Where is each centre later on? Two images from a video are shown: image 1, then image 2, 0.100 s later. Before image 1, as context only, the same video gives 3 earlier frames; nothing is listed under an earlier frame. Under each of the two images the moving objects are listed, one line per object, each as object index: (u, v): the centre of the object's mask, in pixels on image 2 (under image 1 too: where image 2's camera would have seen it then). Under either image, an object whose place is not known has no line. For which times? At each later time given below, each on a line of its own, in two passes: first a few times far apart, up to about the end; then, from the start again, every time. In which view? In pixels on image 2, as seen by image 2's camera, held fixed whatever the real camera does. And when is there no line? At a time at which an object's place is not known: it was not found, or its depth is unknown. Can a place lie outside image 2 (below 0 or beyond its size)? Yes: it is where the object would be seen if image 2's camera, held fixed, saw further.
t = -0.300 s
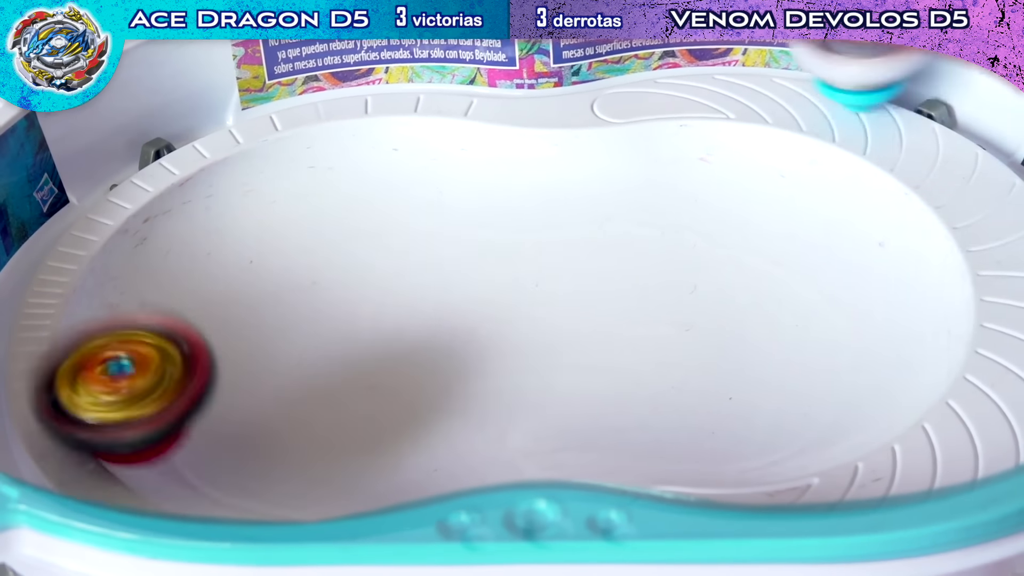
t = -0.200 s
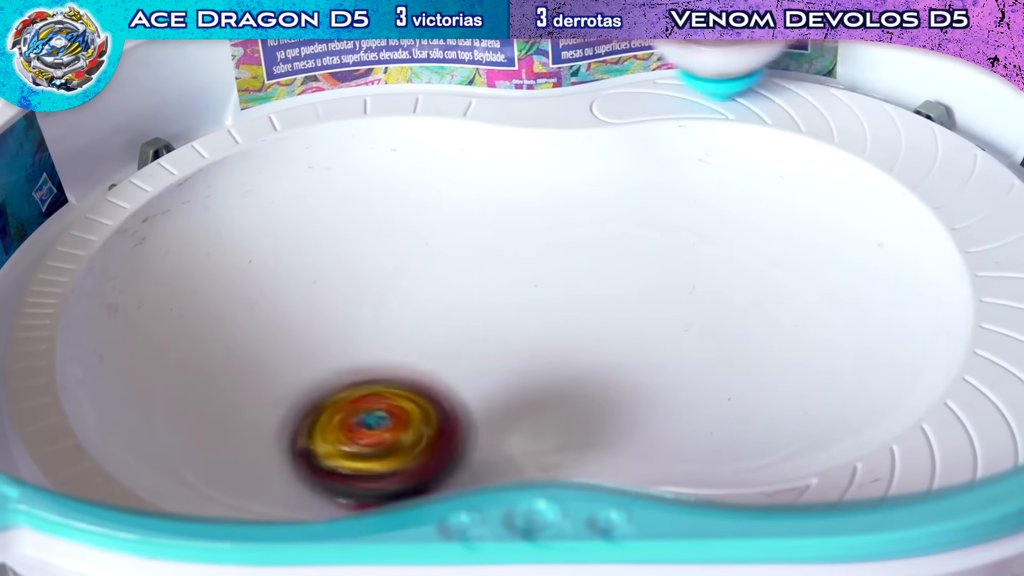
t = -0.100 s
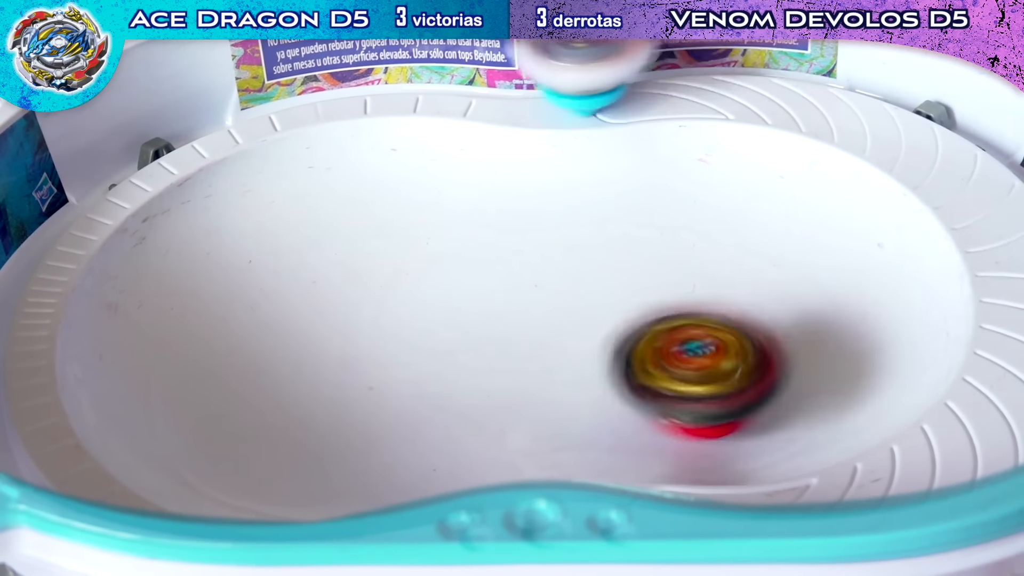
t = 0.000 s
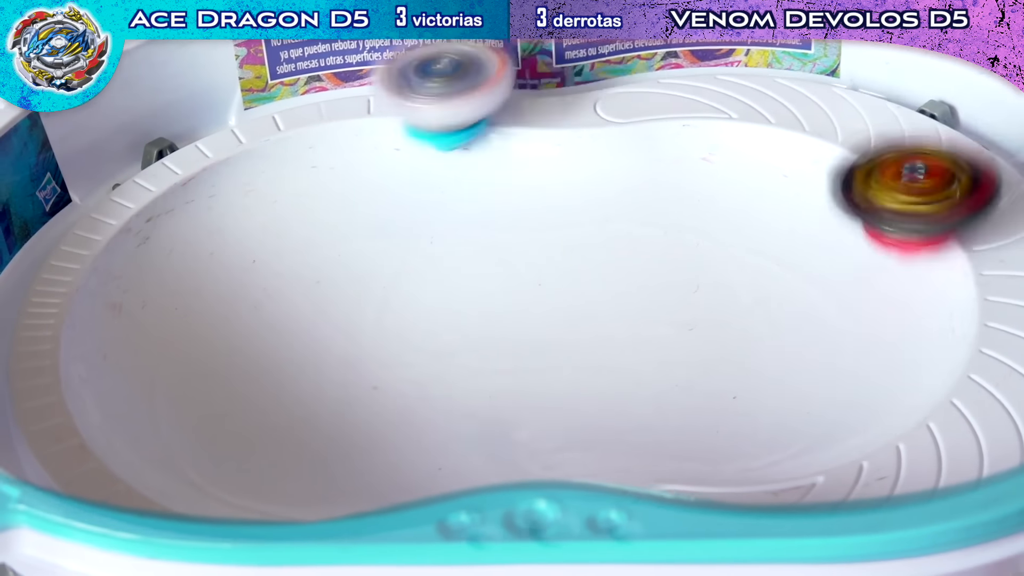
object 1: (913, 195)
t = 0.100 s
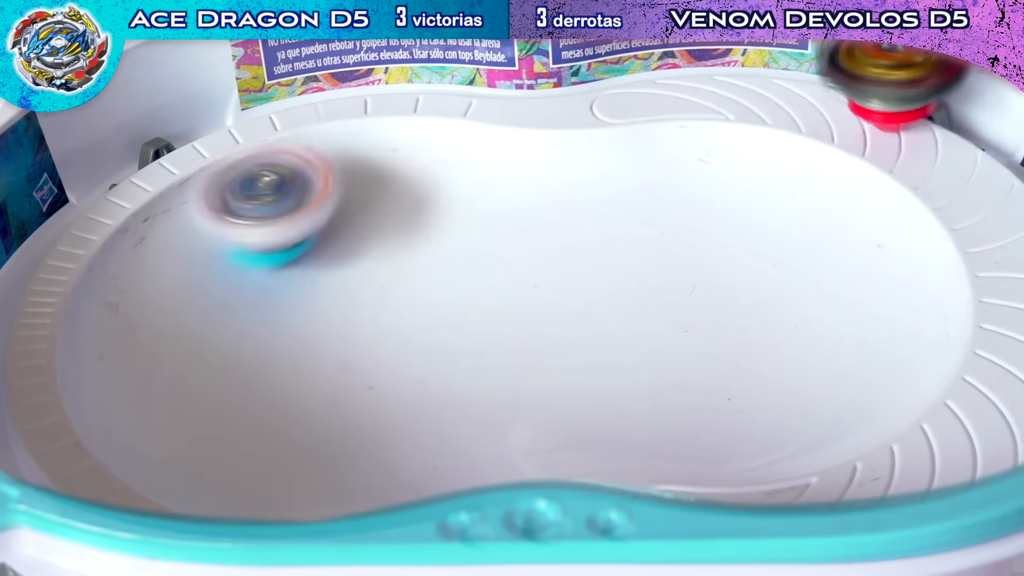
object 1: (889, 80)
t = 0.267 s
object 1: (660, 112)
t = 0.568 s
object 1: (145, 385)
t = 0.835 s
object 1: (612, 328)
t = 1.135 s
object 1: (717, 149)
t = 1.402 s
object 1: (353, 324)
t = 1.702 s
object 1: (392, 436)
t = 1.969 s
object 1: (800, 264)
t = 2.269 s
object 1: (541, 185)
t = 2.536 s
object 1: (145, 378)
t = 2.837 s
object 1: (741, 354)
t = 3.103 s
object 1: (679, 96)
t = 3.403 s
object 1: (101, 336)
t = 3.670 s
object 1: (768, 358)
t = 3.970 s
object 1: (753, 64)
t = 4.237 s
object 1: (540, 183)
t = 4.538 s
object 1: (277, 441)
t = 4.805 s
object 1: (644, 370)
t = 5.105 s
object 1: (709, 214)
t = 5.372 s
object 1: (444, 150)
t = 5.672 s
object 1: (264, 398)
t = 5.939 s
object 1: (576, 379)
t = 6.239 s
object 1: (797, 231)
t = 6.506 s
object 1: (637, 234)
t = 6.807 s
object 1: (642, 356)
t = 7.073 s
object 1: (881, 275)
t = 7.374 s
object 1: (452, 251)
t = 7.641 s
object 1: (430, 433)
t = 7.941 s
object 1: (868, 260)
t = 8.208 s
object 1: (662, 295)
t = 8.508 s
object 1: (808, 394)
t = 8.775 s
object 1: (759, 352)
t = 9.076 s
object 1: (477, 275)
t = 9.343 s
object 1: (180, 223)
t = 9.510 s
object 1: (202, 333)
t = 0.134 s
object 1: (861, 72)
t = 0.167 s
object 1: (815, 72)
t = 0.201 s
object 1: (765, 75)
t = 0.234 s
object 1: (714, 83)
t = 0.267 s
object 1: (660, 112)
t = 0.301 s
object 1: (606, 154)
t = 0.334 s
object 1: (543, 197)
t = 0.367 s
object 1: (471, 248)
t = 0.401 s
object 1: (388, 297)
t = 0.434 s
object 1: (308, 333)
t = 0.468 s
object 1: (237, 364)
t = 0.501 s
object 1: (176, 389)
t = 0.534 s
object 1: (135, 397)
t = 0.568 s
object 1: (145, 385)
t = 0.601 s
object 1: (164, 399)
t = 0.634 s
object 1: (195, 436)
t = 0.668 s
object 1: (252, 447)
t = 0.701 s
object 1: (321, 444)
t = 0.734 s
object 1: (396, 424)
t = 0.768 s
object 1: (472, 389)
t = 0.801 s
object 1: (547, 360)
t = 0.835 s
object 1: (612, 328)
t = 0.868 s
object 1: (663, 297)
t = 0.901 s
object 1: (705, 267)
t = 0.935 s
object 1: (738, 239)
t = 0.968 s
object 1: (758, 211)
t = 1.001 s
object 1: (769, 187)
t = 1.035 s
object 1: (768, 164)
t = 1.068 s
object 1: (759, 150)
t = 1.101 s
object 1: (741, 145)
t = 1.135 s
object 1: (717, 149)
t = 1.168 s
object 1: (688, 160)
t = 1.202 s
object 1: (653, 177)
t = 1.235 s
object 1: (613, 201)
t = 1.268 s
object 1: (566, 230)
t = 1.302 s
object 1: (511, 260)
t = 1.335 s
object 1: (454, 286)
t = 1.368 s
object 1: (401, 307)
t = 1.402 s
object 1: (353, 324)
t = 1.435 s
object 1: (314, 336)
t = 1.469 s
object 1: (284, 351)
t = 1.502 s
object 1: (264, 366)
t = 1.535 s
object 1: (254, 382)
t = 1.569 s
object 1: (256, 398)
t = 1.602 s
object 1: (272, 414)
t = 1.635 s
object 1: (299, 431)
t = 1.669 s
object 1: (340, 437)
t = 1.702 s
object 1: (392, 436)
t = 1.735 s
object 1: (446, 422)
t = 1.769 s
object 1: (503, 403)
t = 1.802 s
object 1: (564, 383)
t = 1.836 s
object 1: (627, 365)
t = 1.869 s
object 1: (688, 342)
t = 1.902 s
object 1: (736, 320)
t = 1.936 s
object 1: (774, 294)
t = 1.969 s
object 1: (800, 264)
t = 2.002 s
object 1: (812, 231)
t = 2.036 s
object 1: (810, 200)
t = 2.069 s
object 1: (794, 171)
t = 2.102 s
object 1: (771, 149)
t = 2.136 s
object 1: (737, 134)
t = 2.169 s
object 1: (695, 131)
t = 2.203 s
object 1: (648, 139)
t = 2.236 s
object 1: (599, 158)
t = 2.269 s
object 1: (541, 185)
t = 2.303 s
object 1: (478, 216)
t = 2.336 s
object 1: (407, 248)
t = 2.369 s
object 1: (338, 271)
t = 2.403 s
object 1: (276, 292)
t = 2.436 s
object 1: (226, 311)
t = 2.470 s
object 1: (183, 332)
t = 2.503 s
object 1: (157, 353)
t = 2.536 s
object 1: (145, 378)
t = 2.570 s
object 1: (153, 403)
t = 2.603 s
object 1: (186, 428)
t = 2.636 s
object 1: (238, 448)
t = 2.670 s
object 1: (311, 456)
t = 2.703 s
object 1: (393, 447)
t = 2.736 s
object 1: (480, 425)
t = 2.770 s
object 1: (569, 403)
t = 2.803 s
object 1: (659, 382)
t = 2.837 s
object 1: (741, 354)
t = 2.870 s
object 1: (807, 317)
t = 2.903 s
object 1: (854, 271)
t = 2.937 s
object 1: (878, 219)
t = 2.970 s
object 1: (869, 162)
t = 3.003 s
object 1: (839, 129)
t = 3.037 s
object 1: (796, 109)
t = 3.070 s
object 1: (741, 99)
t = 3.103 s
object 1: (679, 96)
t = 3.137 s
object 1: (613, 106)
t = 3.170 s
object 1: (546, 132)
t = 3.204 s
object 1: (476, 175)
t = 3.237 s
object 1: (394, 211)
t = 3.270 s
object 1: (314, 238)
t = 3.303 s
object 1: (240, 261)
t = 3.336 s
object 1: (172, 287)
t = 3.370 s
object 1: (118, 313)
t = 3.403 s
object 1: (101, 336)
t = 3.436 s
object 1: (110, 373)
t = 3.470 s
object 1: (153, 411)
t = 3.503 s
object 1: (225, 446)
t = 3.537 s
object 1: (328, 457)
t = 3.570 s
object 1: (441, 435)
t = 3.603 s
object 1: (553, 412)
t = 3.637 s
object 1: (663, 388)
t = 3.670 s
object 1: (768, 358)
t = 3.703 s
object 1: (851, 311)
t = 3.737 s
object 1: (903, 247)
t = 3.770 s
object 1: (908, 173)
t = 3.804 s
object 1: (889, 123)
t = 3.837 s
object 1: (857, 90)
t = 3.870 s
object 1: (832, 74)
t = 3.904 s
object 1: (813, 63)
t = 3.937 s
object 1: (783, 62)
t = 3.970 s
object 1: (753, 64)
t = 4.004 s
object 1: (727, 66)
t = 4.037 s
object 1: (703, 69)
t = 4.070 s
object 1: (680, 72)
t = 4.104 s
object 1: (657, 75)
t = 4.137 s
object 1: (632, 81)
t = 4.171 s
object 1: (603, 100)
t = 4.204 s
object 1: (575, 139)
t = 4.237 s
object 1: (540, 183)
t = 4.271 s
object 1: (496, 227)
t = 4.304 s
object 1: (443, 269)
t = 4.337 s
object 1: (389, 305)
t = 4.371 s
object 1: (343, 334)
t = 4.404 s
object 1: (308, 359)
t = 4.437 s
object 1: (281, 384)
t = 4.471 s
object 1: (268, 405)
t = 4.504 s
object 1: (266, 426)
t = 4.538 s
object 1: (277, 441)
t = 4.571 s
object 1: (301, 451)
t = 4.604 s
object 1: (340, 453)
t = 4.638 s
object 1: (383, 448)
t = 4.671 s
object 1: (433, 435)
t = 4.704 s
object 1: (490, 418)
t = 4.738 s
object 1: (541, 399)
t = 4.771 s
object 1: (588, 378)
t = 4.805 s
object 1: (644, 370)
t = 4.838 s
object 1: (696, 359)
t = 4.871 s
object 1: (737, 347)
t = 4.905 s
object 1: (768, 333)
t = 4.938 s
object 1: (785, 316)
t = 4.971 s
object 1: (792, 295)
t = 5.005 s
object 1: (787, 271)
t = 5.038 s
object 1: (768, 249)
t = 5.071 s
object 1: (740, 230)
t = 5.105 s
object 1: (709, 214)
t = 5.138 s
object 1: (666, 206)
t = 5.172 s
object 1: (619, 204)
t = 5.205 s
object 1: (572, 209)
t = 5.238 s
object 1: (518, 214)
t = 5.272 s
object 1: (510, 191)
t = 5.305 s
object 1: (494, 174)
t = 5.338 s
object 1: (475, 159)
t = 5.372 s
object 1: (444, 150)
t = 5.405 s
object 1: (407, 147)
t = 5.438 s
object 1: (364, 151)
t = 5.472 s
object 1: (315, 162)
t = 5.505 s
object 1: (271, 188)
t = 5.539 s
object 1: (237, 222)
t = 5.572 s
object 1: (218, 267)
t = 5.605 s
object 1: (218, 314)
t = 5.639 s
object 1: (237, 360)
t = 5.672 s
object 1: (264, 398)
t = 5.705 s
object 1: (270, 419)
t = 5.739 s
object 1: (286, 432)
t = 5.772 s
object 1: (320, 444)
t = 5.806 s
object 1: (361, 444)
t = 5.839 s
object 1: (415, 433)
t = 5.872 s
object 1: (468, 417)
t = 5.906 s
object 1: (521, 396)
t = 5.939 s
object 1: (576, 379)
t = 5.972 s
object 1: (627, 360)
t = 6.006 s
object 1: (672, 339)
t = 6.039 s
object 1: (705, 319)
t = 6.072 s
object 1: (725, 299)
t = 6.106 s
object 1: (740, 277)
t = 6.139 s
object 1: (756, 265)
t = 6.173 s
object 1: (781, 257)
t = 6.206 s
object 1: (795, 244)
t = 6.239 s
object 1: (797, 231)
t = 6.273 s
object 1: (795, 215)
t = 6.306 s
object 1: (785, 201)
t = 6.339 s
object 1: (766, 190)
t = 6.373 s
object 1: (737, 186)
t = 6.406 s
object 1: (711, 188)
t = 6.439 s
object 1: (684, 199)
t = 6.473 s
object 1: (661, 214)
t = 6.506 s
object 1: (637, 234)
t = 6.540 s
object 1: (622, 250)
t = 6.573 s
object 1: (611, 268)
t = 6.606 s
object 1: (603, 286)
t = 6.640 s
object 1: (600, 300)
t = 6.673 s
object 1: (602, 315)
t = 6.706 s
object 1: (607, 328)
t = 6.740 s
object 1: (614, 341)
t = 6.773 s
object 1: (628, 350)
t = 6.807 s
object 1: (642, 356)
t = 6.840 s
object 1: (665, 365)
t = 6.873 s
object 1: (686, 369)
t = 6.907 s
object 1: (723, 376)
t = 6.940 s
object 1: (776, 373)
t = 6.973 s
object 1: (821, 361)
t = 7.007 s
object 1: (858, 339)
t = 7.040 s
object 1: (881, 308)
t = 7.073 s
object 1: (881, 275)
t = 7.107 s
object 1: (863, 244)
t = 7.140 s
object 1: (831, 217)
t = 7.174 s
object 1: (788, 203)
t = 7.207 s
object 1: (734, 196)
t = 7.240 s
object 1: (684, 194)
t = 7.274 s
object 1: (629, 200)
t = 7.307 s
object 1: (569, 217)
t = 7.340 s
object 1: (511, 233)
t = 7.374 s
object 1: (452, 251)
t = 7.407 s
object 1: (395, 269)
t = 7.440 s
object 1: (348, 284)
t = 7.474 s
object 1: (322, 305)
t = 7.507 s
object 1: (312, 332)
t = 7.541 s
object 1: (303, 363)
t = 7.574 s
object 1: (296, 388)
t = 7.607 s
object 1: (350, 423)
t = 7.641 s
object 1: (430, 433)
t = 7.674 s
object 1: (508, 415)
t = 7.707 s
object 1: (581, 389)
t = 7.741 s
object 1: (651, 386)
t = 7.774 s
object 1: (719, 398)
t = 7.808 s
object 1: (778, 372)
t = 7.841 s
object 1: (829, 341)
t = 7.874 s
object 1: (860, 311)
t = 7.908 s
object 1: (871, 285)
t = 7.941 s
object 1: (868, 260)
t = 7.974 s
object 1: (855, 238)
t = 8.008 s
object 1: (829, 221)
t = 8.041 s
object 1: (793, 213)
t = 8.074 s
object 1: (756, 210)
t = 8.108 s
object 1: (716, 211)
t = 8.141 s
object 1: (688, 225)
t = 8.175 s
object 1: (673, 264)
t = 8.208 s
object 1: (662, 295)
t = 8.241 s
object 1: (660, 321)
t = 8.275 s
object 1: (657, 344)
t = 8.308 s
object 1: (663, 365)
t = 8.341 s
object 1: (676, 381)
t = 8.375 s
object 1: (691, 396)
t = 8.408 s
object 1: (721, 404)
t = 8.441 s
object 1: (745, 409)
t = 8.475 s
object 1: (779, 405)
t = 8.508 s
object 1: (808, 394)
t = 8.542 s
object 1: (828, 381)
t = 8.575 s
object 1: (832, 364)
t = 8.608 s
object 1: (830, 361)
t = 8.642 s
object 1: (824, 360)
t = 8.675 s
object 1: (818, 359)
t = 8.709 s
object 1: (799, 359)
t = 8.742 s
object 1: (781, 357)
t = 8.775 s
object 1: (759, 352)
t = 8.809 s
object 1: (731, 347)
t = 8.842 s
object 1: (706, 343)
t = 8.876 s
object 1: (674, 339)
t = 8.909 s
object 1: (643, 335)
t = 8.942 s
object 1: (614, 323)
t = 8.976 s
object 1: (581, 313)
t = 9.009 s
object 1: (550, 302)
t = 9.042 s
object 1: (512, 289)
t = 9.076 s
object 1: (477, 275)
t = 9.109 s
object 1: (440, 262)
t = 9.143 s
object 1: (394, 249)
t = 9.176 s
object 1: (354, 237)
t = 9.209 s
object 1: (319, 227)
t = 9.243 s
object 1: (274, 217)
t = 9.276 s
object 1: (240, 213)
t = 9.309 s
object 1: (213, 215)
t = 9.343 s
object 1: (180, 223)
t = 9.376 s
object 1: (163, 238)
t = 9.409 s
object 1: (156, 260)
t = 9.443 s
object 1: (155, 286)
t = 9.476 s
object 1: (170, 311)
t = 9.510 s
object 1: (202, 333)
